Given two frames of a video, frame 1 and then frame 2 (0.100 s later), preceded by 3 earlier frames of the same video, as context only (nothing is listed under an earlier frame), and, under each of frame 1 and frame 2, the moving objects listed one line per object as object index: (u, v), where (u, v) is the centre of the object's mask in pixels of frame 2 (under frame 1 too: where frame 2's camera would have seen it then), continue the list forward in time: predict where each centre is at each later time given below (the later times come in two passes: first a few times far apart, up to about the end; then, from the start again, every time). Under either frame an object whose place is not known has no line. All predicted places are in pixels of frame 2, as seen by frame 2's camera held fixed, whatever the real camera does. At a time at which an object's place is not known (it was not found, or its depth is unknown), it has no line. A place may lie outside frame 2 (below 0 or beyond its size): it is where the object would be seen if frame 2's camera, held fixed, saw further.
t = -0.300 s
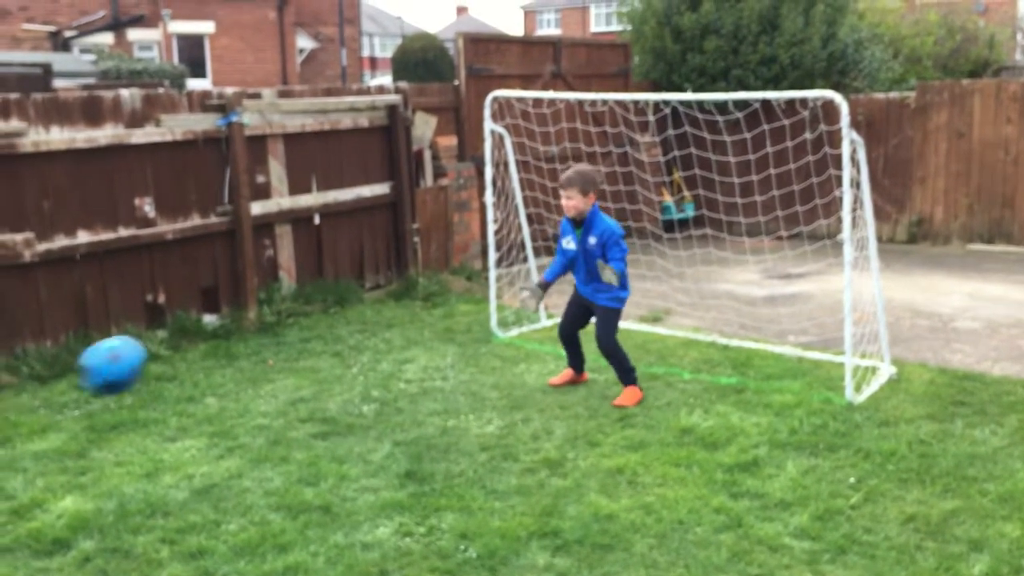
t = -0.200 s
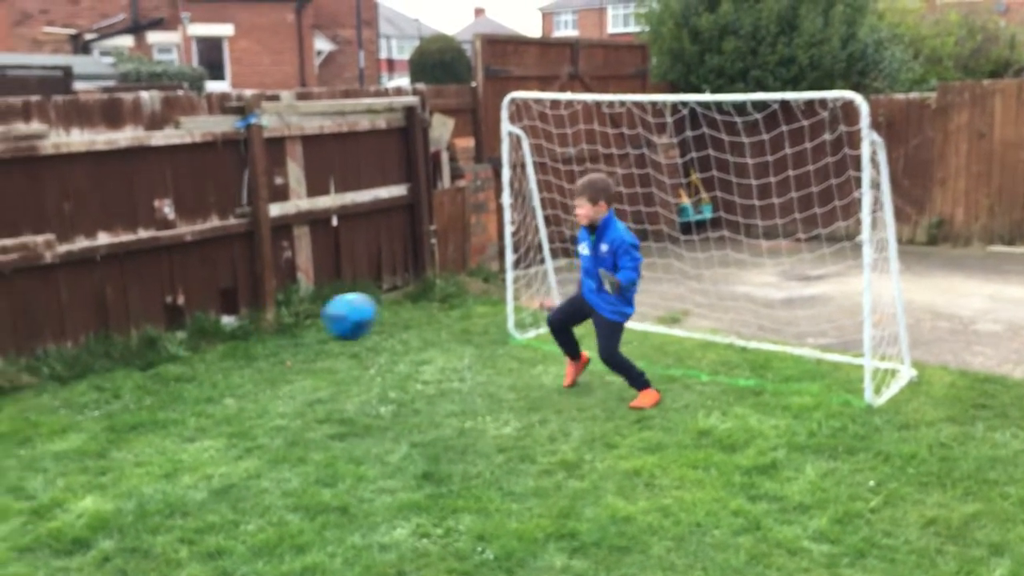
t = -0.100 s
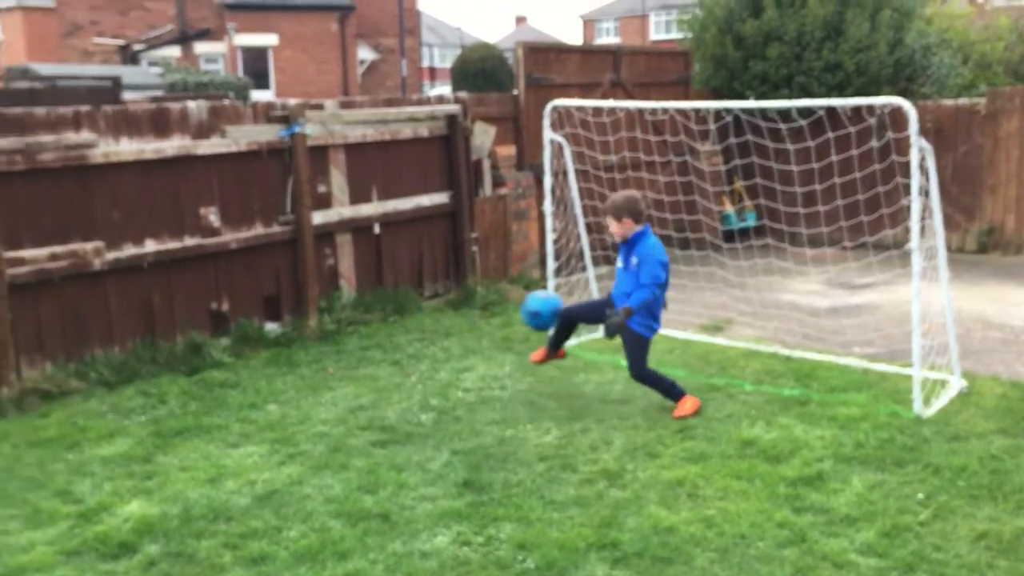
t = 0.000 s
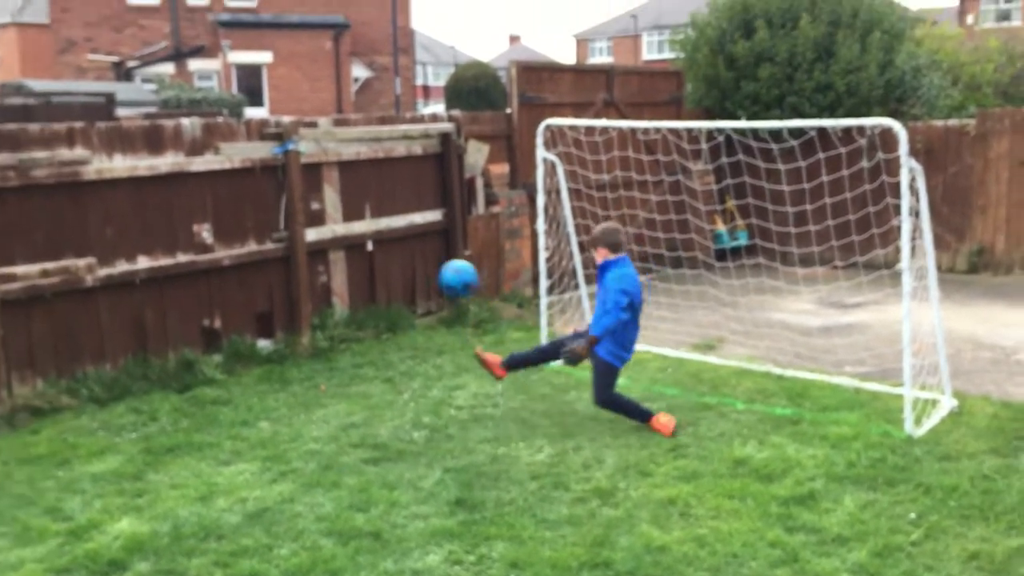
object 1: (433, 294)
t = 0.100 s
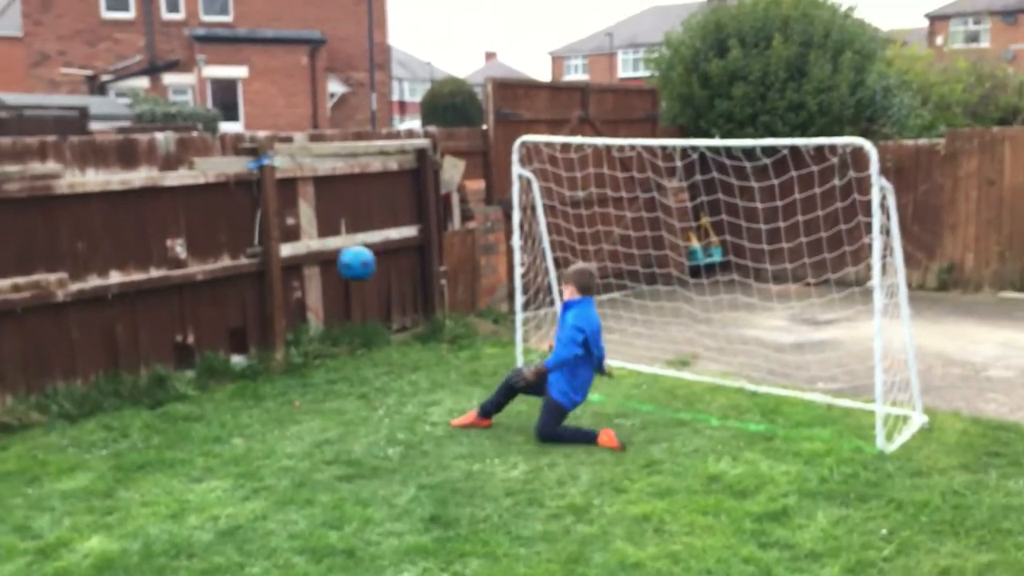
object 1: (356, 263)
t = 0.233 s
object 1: (268, 249)
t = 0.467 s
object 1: (233, 205)
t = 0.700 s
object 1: (218, 229)
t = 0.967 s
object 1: (204, 386)
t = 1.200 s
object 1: (171, 379)
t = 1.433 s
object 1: (136, 403)
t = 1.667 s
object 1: (97, 435)
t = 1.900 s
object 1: (63, 458)
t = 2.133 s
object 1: (39, 471)
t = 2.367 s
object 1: (19, 482)
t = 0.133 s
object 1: (332, 256)
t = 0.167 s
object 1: (309, 252)
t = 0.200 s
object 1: (288, 250)
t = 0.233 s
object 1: (268, 249)
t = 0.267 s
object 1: (249, 252)
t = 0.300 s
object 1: (245, 243)
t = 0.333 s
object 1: (243, 231)
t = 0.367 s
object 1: (239, 221)
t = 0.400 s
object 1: (237, 214)
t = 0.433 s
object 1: (235, 209)
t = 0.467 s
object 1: (233, 205)
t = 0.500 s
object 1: (231, 203)
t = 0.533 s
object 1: (229, 202)
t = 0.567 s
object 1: (227, 203)
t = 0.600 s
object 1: (225, 206)
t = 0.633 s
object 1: (223, 212)
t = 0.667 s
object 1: (220, 219)
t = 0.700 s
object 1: (218, 229)
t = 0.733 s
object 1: (216, 241)
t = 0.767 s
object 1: (214, 255)
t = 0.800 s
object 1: (213, 272)
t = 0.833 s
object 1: (211, 291)
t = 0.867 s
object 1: (210, 311)
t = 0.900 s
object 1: (208, 334)
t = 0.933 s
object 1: (206, 359)
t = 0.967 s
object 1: (204, 386)
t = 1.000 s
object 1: (202, 417)
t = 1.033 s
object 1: (197, 425)
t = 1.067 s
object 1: (192, 412)
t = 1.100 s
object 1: (187, 401)
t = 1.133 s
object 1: (181, 391)
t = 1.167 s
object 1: (176, 384)
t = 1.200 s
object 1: (171, 379)
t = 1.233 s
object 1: (165, 376)
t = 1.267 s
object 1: (160, 375)
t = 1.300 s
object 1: (156, 376)
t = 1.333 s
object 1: (151, 380)
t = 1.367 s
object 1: (146, 385)
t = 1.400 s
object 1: (141, 392)
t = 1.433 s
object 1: (136, 403)
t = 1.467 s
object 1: (131, 415)
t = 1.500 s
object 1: (127, 429)
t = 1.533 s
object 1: (122, 444)
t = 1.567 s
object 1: (115, 440)
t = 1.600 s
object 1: (109, 436)
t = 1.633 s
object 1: (103, 434)
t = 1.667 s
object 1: (97, 435)
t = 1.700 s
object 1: (91, 439)
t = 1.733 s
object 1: (86, 445)
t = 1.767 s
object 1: (80, 452)
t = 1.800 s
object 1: (75, 454)
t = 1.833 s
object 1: (70, 455)
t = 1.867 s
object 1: (67, 456)
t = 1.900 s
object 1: (63, 458)
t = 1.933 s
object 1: (59, 460)
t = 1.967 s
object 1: (56, 462)
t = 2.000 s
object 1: (52, 464)
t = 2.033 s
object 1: (49, 466)
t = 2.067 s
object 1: (46, 467)
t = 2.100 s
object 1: (42, 469)
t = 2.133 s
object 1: (39, 471)
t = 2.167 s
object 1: (36, 472)
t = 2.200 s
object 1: (33, 474)
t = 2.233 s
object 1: (30, 475)
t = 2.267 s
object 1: (27, 477)
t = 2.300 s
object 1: (24, 479)
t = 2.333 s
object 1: (21, 481)
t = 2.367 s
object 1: (19, 482)
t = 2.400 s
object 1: (17, 483)
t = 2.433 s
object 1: (15, 485)
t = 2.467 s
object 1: (14, 486)
